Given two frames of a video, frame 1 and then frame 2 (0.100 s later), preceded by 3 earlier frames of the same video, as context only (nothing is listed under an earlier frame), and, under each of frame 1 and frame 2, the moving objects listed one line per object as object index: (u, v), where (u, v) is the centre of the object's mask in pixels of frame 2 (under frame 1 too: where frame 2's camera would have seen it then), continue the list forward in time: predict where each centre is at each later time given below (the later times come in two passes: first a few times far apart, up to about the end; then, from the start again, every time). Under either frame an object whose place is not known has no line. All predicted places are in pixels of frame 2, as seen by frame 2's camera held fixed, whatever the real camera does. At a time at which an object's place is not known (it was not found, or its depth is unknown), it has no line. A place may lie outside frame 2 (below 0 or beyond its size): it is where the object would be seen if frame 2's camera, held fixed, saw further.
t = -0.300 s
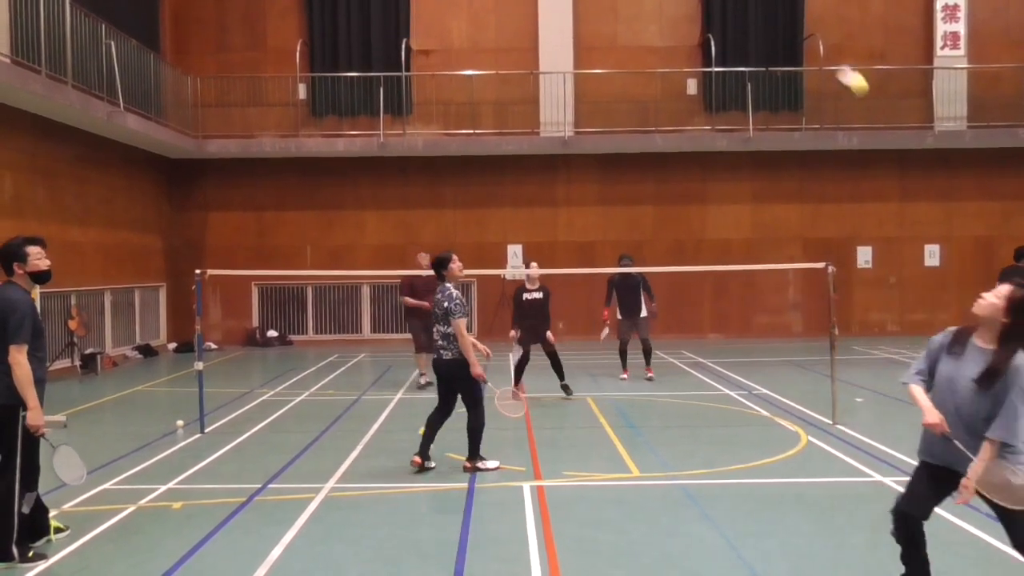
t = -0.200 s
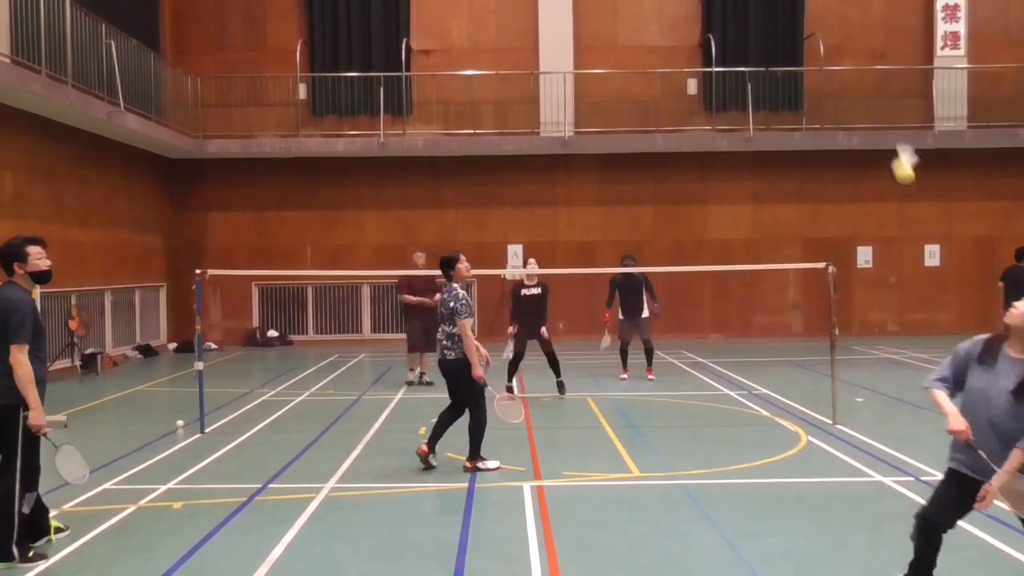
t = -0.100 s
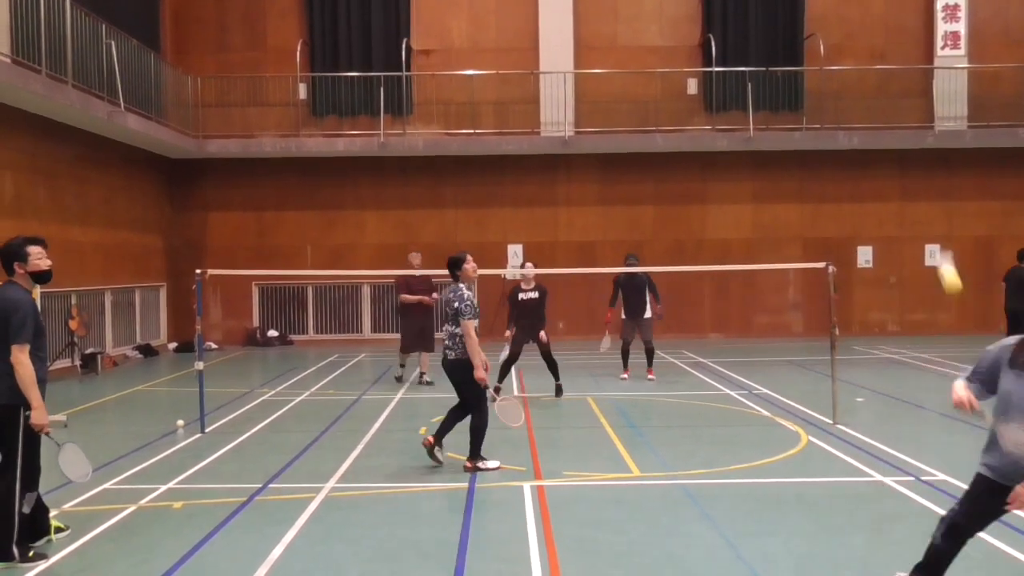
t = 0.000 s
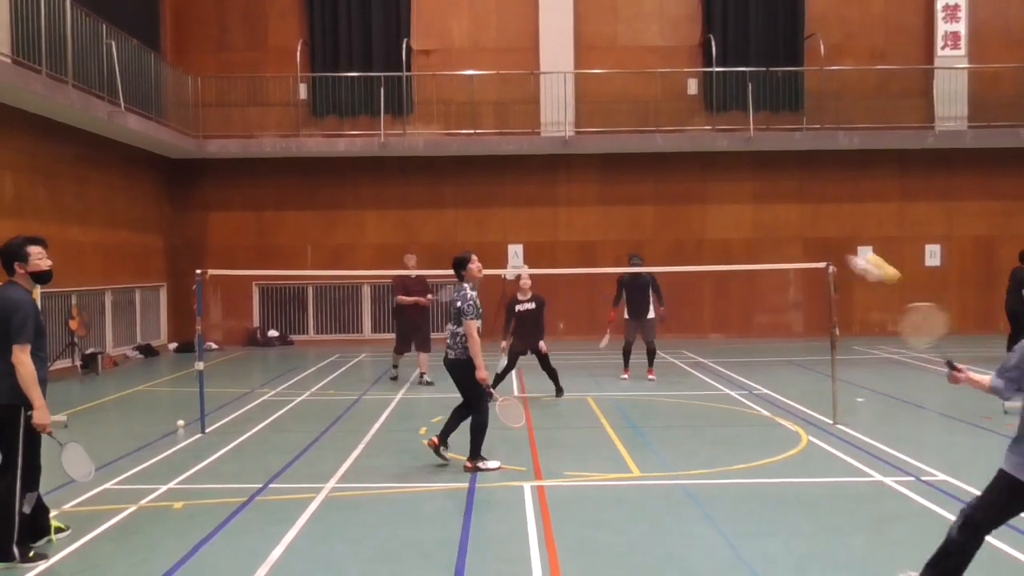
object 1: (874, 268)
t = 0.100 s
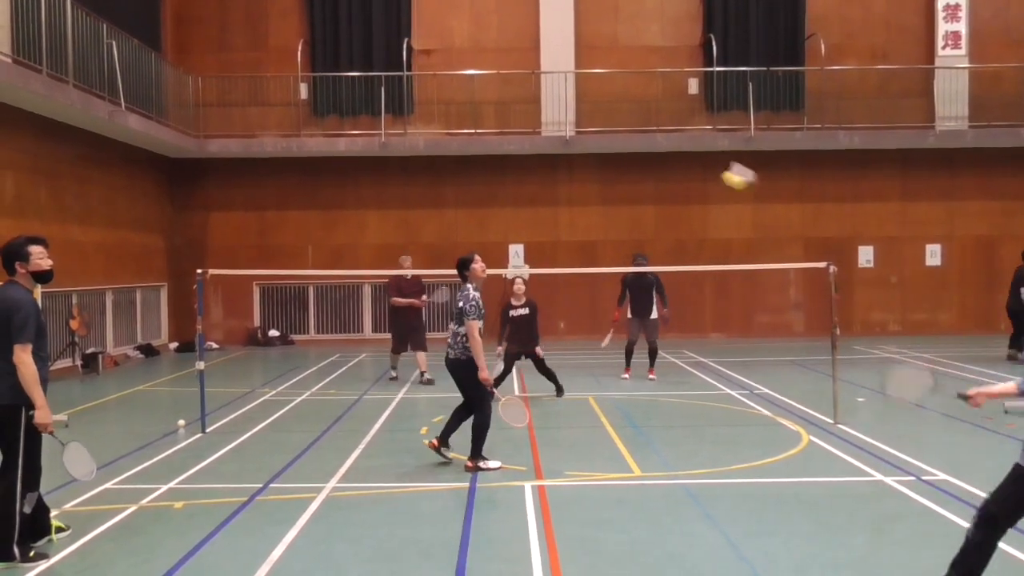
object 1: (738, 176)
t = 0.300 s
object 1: (591, 131)
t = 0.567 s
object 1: (494, 165)
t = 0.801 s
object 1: (444, 242)
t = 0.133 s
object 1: (703, 161)
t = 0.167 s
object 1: (674, 149)
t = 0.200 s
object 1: (649, 141)
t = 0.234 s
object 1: (628, 135)
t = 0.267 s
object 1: (608, 131)
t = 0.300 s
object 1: (591, 131)
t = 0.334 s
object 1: (574, 133)
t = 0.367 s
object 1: (560, 134)
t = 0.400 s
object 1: (546, 137)
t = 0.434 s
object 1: (534, 140)
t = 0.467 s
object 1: (522, 145)
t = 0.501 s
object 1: (512, 151)
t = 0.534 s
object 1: (503, 158)
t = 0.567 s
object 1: (494, 165)
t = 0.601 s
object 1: (486, 173)
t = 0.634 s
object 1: (478, 182)
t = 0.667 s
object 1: (470, 193)
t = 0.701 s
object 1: (463, 204)
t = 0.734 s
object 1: (456, 216)
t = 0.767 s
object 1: (450, 229)
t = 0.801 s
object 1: (444, 242)
